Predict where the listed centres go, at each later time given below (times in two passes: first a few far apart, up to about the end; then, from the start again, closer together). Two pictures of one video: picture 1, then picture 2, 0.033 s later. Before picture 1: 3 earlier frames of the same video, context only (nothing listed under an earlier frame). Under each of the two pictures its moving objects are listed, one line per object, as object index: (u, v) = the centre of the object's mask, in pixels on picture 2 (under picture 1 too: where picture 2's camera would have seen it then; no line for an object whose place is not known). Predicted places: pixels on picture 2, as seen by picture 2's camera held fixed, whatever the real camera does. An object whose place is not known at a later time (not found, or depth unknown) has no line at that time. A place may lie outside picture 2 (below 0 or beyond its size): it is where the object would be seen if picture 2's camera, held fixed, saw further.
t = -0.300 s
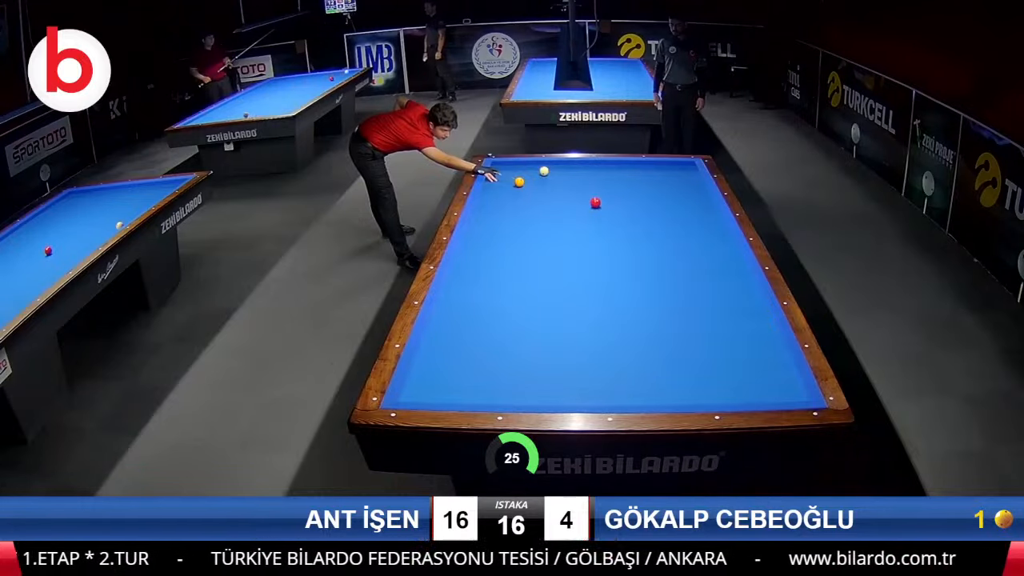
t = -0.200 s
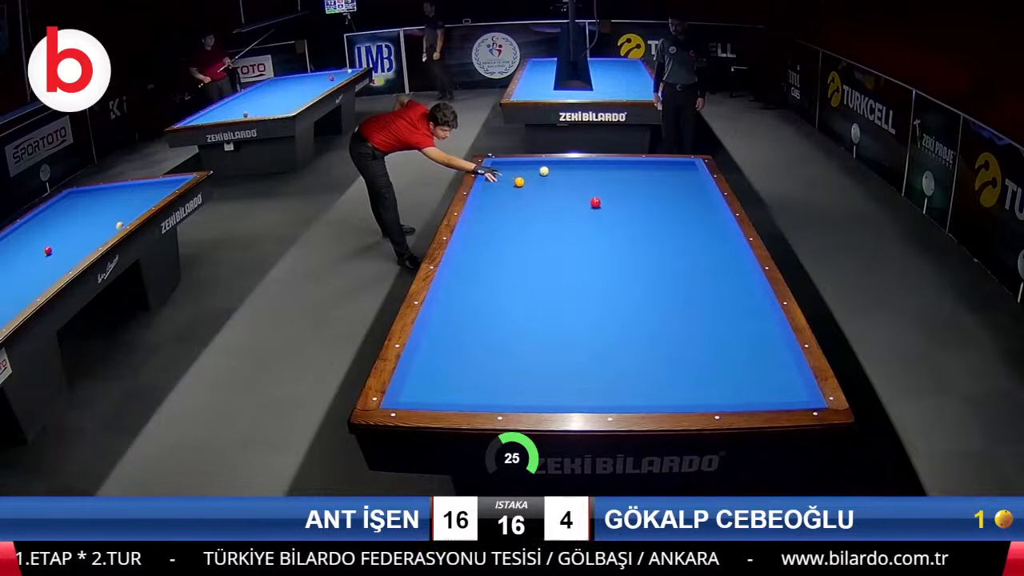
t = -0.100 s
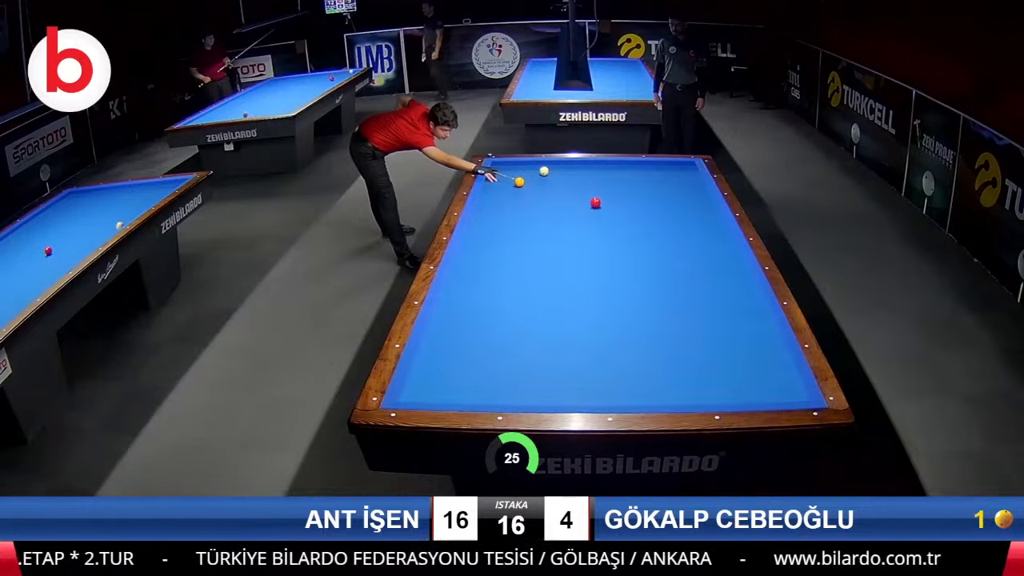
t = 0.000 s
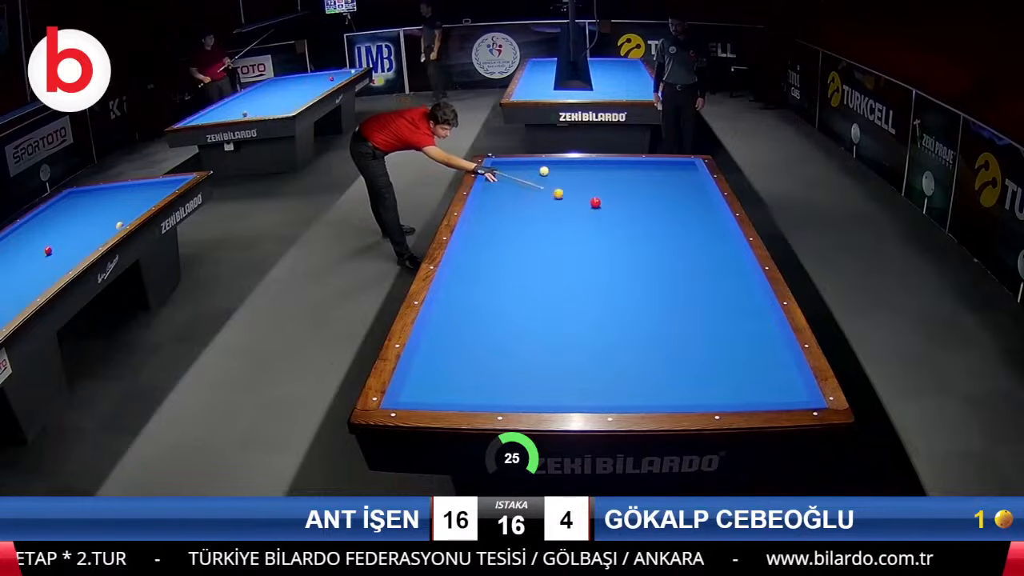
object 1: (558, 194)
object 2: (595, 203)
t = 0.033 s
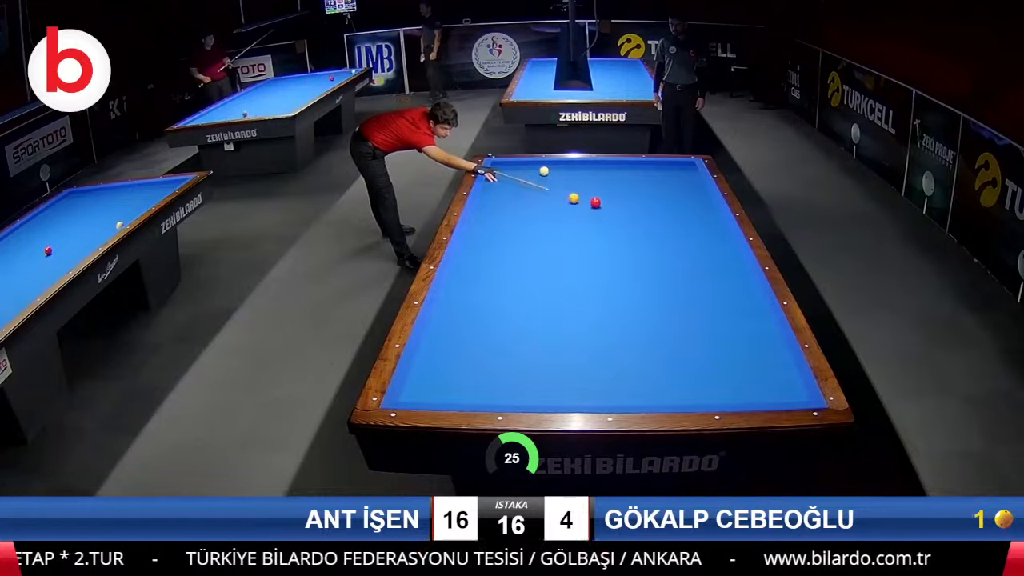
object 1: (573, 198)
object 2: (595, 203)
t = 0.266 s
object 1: (580, 224)
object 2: (693, 211)
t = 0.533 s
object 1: (580, 251)
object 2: (659, 218)
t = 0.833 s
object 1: (582, 289)
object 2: (582, 225)
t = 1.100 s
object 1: (583, 330)
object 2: (513, 232)
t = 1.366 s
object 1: (584, 381)
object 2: (485, 237)
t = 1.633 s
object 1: (604, 376)
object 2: (526, 238)
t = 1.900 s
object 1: (629, 348)
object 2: (564, 239)
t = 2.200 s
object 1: (652, 323)
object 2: (606, 241)
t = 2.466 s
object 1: (670, 304)
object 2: (643, 243)
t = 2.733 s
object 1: (686, 287)
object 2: (678, 245)
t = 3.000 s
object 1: (700, 272)
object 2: (713, 247)
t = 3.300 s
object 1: (714, 257)
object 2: (725, 249)
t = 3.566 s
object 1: (718, 254)
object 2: (713, 241)
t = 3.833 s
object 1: (721, 253)
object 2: (703, 232)
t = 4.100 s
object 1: (723, 253)
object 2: (694, 224)
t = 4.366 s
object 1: (724, 252)
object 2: (685, 217)
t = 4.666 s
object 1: (726, 252)
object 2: (677, 209)
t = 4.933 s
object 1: (727, 252)
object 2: (669, 203)
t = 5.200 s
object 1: (727, 252)
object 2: (662, 197)
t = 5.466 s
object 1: (727, 252)
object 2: (655, 192)
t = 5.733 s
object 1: (727, 252)
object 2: (649, 187)
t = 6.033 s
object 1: (727, 252)
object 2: (643, 182)
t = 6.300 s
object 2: (638, 177)
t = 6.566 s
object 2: (632, 174)
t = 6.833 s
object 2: (627, 170)
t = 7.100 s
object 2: (623, 166)
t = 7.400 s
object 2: (619, 164)
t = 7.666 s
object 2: (617, 163)
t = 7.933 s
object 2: (615, 164)
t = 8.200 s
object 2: (613, 165)
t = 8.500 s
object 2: (611, 167)
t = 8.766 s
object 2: (609, 168)
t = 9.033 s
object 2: (608, 170)
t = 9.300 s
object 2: (606, 171)
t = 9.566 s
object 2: (605, 172)
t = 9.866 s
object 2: (604, 173)
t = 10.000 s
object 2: (604, 173)
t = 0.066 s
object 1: (584, 203)
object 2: (600, 203)
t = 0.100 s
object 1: (583, 206)
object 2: (616, 204)
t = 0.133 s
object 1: (582, 210)
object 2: (633, 206)
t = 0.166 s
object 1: (581, 213)
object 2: (648, 207)
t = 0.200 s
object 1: (581, 216)
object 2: (663, 209)
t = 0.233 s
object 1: (580, 220)
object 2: (679, 210)
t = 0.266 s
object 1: (580, 224)
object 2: (693, 211)
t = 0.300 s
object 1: (579, 227)
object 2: (708, 213)
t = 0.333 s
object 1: (580, 230)
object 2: (716, 214)
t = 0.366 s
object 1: (580, 233)
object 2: (707, 215)
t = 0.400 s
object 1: (580, 237)
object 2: (697, 216)
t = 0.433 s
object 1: (580, 240)
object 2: (687, 217)
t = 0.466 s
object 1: (580, 244)
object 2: (678, 217)
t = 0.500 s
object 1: (580, 248)
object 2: (668, 218)
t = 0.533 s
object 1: (580, 251)
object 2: (659, 218)
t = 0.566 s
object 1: (581, 255)
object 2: (650, 219)
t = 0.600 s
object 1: (581, 259)
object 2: (641, 220)
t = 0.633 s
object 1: (581, 263)
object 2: (633, 221)
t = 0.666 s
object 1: (581, 267)
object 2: (624, 221)
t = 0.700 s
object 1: (581, 271)
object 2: (616, 222)
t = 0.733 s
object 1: (581, 276)
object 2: (608, 223)
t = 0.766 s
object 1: (582, 280)
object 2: (599, 224)
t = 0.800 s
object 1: (582, 285)
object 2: (591, 224)
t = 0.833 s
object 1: (582, 289)
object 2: (582, 225)
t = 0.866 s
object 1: (582, 294)
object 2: (574, 226)
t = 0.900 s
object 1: (582, 298)
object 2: (565, 226)
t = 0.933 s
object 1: (582, 303)
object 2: (557, 227)
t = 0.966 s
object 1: (582, 308)
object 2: (548, 228)
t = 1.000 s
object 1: (583, 314)
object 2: (539, 229)
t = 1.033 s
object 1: (583, 319)
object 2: (531, 230)
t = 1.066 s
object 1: (583, 325)
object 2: (522, 231)
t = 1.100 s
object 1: (583, 330)
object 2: (513, 232)
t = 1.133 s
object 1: (583, 337)
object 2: (504, 232)
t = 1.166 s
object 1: (584, 342)
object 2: (496, 233)
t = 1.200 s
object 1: (584, 348)
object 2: (487, 234)
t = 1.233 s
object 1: (584, 354)
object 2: (478, 235)
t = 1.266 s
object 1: (584, 361)
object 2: (470, 236)
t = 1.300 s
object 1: (584, 367)
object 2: (472, 236)
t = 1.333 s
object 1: (584, 374)
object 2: (479, 237)
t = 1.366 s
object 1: (584, 381)
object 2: (485, 237)
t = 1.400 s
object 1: (584, 388)
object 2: (491, 237)
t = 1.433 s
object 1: (585, 396)
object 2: (497, 237)
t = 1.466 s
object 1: (585, 399)
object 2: (502, 237)
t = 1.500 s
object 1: (589, 396)
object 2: (507, 237)
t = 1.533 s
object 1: (593, 391)
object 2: (512, 237)
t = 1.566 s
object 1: (597, 385)
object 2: (517, 237)
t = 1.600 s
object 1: (601, 380)
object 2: (522, 238)
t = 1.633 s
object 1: (604, 376)
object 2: (526, 238)
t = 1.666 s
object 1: (608, 372)
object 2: (531, 238)
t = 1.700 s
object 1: (611, 367)
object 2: (536, 238)
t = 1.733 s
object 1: (614, 364)
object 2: (541, 238)
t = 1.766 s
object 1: (617, 360)
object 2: (545, 238)
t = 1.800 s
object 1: (620, 358)
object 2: (550, 239)
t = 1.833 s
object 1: (623, 354)
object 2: (555, 239)
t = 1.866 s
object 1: (626, 351)
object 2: (559, 239)
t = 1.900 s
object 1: (629, 348)
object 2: (564, 239)
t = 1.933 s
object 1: (632, 345)
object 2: (569, 239)
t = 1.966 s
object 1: (635, 343)
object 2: (573, 240)
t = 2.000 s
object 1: (637, 340)
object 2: (578, 240)
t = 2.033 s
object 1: (640, 337)
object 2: (583, 240)
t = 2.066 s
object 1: (642, 334)
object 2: (587, 240)
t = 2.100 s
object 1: (645, 332)
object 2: (592, 241)
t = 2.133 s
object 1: (647, 329)
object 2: (597, 241)
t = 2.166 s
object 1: (650, 326)
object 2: (601, 241)
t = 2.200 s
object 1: (652, 323)
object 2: (606, 241)
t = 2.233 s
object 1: (655, 321)
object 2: (611, 242)
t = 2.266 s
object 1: (657, 319)
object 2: (615, 242)
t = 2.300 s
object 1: (660, 316)
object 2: (620, 242)
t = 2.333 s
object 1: (661, 314)
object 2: (625, 242)
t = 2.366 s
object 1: (664, 311)
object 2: (629, 243)
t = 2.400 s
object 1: (666, 309)
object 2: (633, 243)
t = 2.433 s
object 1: (668, 307)
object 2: (638, 243)
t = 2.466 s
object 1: (670, 304)
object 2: (643, 243)
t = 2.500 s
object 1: (672, 302)
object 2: (647, 243)
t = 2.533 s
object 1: (674, 300)
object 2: (652, 244)
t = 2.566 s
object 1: (676, 298)
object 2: (656, 244)
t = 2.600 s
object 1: (678, 296)
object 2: (661, 244)
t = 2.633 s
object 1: (680, 294)
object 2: (665, 244)
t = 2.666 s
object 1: (682, 291)
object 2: (670, 245)
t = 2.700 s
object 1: (684, 289)
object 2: (674, 245)
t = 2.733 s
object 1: (686, 287)
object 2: (678, 245)
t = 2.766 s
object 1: (688, 285)
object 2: (683, 246)
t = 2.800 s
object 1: (690, 283)
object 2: (687, 246)
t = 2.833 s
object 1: (692, 281)
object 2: (691, 246)
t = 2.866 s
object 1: (693, 279)
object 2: (696, 246)
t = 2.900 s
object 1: (695, 278)
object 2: (700, 246)
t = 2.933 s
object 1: (697, 276)
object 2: (704, 247)
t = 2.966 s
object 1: (698, 274)
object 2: (708, 247)
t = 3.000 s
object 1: (700, 272)
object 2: (713, 247)
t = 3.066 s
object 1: (703, 268)
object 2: (721, 248)
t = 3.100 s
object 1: (705, 267)
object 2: (725, 248)
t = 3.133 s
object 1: (706, 265)
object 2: (729, 248)
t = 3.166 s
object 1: (708, 263)
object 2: (734, 249)
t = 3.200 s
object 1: (709, 262)
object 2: (732, 249)
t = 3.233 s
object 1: (711, 260)
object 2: (730, 249)
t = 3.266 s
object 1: (712, 259)
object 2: (727, 249)
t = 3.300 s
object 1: (714, 257)
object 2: (725, 249)
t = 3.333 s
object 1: (715, 256)
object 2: (723, 249)
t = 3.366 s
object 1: (717, 254)
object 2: (722, 247)
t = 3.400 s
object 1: (717, 254)
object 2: (719, 245)
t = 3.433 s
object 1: (717, 254)
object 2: (717, 244)
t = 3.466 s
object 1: (717, 254)
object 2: (716, 243)
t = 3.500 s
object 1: (717, 254)
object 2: (715, 242)
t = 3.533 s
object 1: (717, 254)
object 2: (714, 242)
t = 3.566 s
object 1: (718, 254)
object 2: (713, 241)
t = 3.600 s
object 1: (718, 254)
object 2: (712, 240)
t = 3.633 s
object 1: (719, 254)
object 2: (710, 239)
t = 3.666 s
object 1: (719, 254)
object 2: (709, 238)
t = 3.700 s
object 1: (719, 254)
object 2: (708, 237)
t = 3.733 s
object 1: (720, 254)
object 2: (707, 236)
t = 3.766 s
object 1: (720, 253)
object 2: (705, 234)
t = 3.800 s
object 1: (720, 253)
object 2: (704, 233)
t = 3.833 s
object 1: (721, 253)
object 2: (703, 232)
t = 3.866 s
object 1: (721, 253)
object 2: (702, 231)
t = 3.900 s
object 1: (721, 253)
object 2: (701, 230)
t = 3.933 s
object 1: (721, 253)
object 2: (700, 229)
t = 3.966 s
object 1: (721, 253)
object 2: (698, 228)
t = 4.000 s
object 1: (722, 253)
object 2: (697, 227)
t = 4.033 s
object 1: (722, 253)
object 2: (696, 226)
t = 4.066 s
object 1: (723, 253)
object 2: (695, 225)
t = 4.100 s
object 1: (723, 253)
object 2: (694, 224)
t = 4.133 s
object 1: (723, 253)
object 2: (693, 223)
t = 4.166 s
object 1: (723, 253)
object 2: (692, 222)
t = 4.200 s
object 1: (723, 252)
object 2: (691, 221)
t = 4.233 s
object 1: (724, 252)
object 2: (690, 220)
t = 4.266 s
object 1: (724, 252)
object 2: (689, 219)
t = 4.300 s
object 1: (724, 252)
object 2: (688, 218)
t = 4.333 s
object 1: (724, 252)
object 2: (687, 217)
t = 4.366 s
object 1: (724, 252)
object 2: (685, 217)
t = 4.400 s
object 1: (725, 252)
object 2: (684, 216)
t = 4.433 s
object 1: (725, 252)
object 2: (683, 215)
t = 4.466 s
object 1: (725, 252)
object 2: (683, 214)
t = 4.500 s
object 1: (725, 252)
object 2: (681, 213)
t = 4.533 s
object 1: (725, 252)
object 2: (680, 212)
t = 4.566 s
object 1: (725, 252)
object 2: (679, 211)
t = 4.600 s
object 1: (726, 252)
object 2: (679, 210)
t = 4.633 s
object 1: (726, 252)
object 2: (678, 210)
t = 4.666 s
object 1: (726, 252)
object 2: (677, 209)
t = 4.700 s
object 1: (726, 252)
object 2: (676, 208)
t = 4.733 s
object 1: (726, 252)
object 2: (675, 207)
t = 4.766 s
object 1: (726, 252)
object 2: (674, 206)
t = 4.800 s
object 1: (726, 252)
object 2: (673, 206)
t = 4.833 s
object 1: (726, 252)
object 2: (672, 205)
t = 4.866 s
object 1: (727, 252)
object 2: (671, 204)
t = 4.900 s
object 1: (727, 252)
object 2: (670, 203)
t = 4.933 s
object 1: (727, 252)
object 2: (669, 203)
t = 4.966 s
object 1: (727, 252)
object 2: (668, 202)
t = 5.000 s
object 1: (727, 252)
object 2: (667, 201)
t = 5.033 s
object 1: (727, 252)
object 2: (666, 200)
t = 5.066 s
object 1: (727, 252)
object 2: (666, 200)
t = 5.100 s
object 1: (727, 252)
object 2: (665, 199)
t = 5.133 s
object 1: (727, 252)
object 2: (664, 199)
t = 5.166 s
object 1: (727, 252)
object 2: (663, 198)
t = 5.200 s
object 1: (727, 252)
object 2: (662, 197)
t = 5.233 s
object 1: (727, 252)
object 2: (661, 196)
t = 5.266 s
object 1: (727, 252)
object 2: (660, 196)
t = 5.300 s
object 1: (727, 252)
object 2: (660, 195)
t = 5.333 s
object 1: (727, 252)
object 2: (659, 194)
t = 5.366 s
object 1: (727, 252)
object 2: (658, 193)
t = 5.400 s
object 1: (727, 252)
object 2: (657, 193)
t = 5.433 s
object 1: (727, 252)
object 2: (656, 192)
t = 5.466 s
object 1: (727, 252)
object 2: (655, 192)
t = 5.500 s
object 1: (727, 252)
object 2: (655, 191)
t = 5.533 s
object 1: (727, 252)
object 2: (654, 190)
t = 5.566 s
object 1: (727, 252)
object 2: (653, 189)
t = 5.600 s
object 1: (727, 252)
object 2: (653, 189)
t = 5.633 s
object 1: (727, 252)
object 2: (652, 188)
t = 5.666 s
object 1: (727, 252)
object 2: (651, 188)
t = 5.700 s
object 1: (727, 252)
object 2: (650, 187)
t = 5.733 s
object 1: (727, 252)
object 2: (649, 187)
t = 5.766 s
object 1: (727, 252)
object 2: (649, 186)
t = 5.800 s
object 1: (727, 252)
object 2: (648, 186)
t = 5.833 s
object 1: (727, 252)
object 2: (647, 185)
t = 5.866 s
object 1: (727, 252)
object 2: (647, 184)
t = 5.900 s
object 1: (727, 252)
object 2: (646, 184)
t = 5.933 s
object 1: (727, 252)
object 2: (645, 184)
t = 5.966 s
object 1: (727, 252)
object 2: (645, 183)
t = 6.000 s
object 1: (727, 252)
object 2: (644, 182)
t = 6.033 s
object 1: (727, 252)
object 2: (643, 182)
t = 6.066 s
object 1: (727, 252)
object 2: (642, 181)
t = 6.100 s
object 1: (727, 252)
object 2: (642, 181)
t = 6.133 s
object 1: (727, 252)
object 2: (641, 180)
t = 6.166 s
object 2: (640, 180)
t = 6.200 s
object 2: (640, 179)
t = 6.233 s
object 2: (639, 178)
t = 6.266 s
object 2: (638, 178)
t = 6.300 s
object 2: (638, 177)
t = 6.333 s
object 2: (637, 177)
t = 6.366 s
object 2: (636, 176)
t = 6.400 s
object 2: (636, 176)
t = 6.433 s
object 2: (635, 176)
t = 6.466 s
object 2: (634, 175)
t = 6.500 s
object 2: (634, 175)
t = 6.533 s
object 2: (633, 174)
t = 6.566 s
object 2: (632, 174)
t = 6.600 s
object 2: (632, 173)
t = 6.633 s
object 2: (631, 173)
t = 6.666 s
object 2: (631, 172)
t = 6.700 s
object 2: (630, 172)
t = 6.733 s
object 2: (630, 171)
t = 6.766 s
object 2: (629, 171)
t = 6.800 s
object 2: (628, 171)
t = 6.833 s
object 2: (627, 170)
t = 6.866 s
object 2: (627, 170)
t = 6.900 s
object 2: (627, 170)
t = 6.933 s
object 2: (626, 169)
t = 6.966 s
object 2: (626, 169)
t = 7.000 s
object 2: (625, 168)
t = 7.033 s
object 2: (624, 167)
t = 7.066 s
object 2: (624, 167)
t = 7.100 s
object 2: (623, 166)
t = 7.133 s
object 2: (623, 166)
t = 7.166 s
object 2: (622, 165)
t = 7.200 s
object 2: (622, 165)
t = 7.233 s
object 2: (621, 165)
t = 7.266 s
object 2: (621, 165)
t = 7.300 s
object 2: (620, 164)
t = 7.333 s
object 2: (620, 164)
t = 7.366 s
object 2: (619, 164)
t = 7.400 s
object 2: (619, 164)
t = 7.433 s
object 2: (619, 163)
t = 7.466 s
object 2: (618, 163)
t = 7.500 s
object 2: (618, 163)
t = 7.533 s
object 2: (618, 163)
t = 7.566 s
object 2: (617, 163)
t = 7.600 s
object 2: (617, 163)
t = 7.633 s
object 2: (617, 163)
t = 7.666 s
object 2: (617, 163)
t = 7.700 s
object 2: (616, 163)
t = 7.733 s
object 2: (616, 163)
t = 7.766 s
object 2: (616, 163)
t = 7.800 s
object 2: (616, 163)
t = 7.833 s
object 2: (616, 164)
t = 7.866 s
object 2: (615, 164)
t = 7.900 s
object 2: (615, 164)
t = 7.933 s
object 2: (615, 164)
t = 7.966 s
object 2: (614, 165)
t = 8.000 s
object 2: (614, 165)
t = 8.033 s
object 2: (614, 165)
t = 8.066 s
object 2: (614, 165)
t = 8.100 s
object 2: (613, 165)
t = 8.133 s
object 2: (613, 165)
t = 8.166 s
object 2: (613, 165)
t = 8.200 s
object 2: (613, 165)
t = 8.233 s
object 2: (613, 166)
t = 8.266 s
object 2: (613, 166)
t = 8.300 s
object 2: (612, 166)
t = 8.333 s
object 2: (612, 166)
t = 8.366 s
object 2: (612, 166)
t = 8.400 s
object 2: (612, 166)
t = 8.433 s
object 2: (612, 167)
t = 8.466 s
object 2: (611, 167)
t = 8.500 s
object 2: (611, 167)
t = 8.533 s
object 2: (611, 167)
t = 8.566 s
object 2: (610, 167)
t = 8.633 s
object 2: (610, 167)
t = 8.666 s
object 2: (610, 168)
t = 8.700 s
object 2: (609, 168)
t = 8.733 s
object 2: (609, 168)
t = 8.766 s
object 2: (609, 168)
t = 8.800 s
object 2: (609, 169)
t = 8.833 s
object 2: (608, 169)
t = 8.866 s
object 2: (608, 170)
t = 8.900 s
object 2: (608, 170)
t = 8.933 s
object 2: (608, 170)
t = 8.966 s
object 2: (608, 170)
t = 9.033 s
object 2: (608, 170)
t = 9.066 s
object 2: (608, 170)
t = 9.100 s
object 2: (608, 170)
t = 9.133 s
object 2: (607, 170)
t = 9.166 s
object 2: (607, 170)
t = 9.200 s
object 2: (607, 171)
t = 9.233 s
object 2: (607, 171)
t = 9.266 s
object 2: (606, 171)
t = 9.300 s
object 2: (606, 171)
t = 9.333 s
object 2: (606, 171)
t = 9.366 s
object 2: (606, 171)
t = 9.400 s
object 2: (606, 171)
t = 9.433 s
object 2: (606, 171)
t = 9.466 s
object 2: (606, 172)
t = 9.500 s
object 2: (606, 172)
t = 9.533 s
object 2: (605, 172)
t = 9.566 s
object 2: (605, 172)
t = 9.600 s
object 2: (605, 172)
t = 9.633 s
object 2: (605, 172)
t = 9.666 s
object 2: (605, 172)
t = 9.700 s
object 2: (605, 172)
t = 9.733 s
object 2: (605, 172)
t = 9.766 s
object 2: (605, 172)
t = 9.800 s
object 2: (604, 172)
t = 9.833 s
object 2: (604, 172)
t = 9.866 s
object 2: (604, 173)
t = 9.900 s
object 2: (604, 173)
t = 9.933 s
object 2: (604, 173)
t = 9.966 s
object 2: (604, 173)
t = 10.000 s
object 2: (604, 173)
